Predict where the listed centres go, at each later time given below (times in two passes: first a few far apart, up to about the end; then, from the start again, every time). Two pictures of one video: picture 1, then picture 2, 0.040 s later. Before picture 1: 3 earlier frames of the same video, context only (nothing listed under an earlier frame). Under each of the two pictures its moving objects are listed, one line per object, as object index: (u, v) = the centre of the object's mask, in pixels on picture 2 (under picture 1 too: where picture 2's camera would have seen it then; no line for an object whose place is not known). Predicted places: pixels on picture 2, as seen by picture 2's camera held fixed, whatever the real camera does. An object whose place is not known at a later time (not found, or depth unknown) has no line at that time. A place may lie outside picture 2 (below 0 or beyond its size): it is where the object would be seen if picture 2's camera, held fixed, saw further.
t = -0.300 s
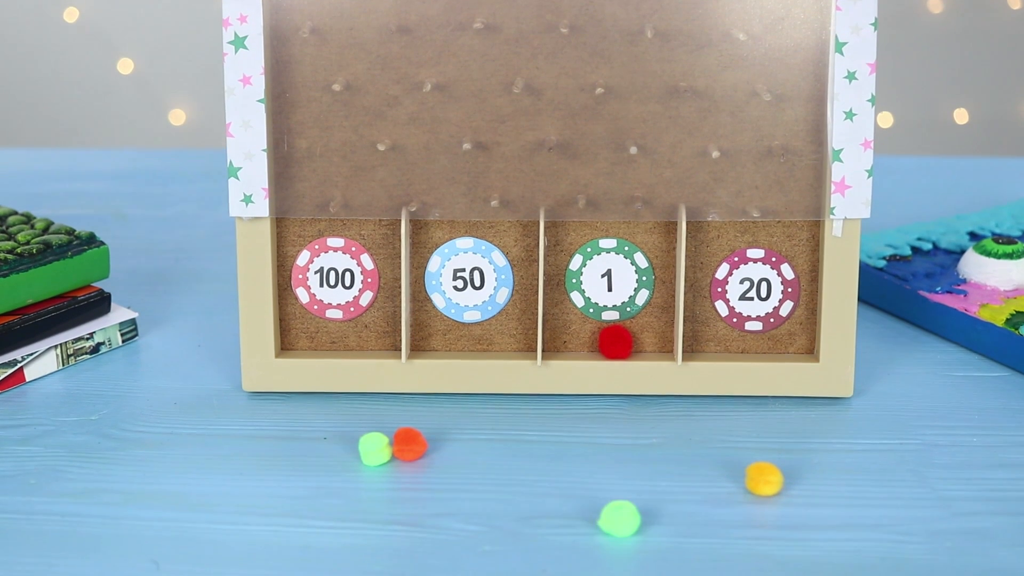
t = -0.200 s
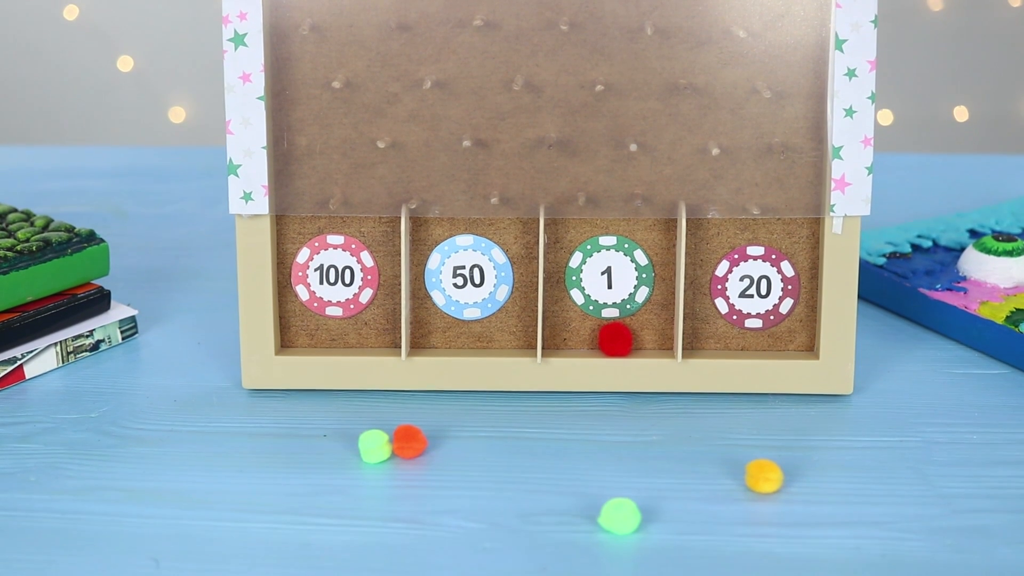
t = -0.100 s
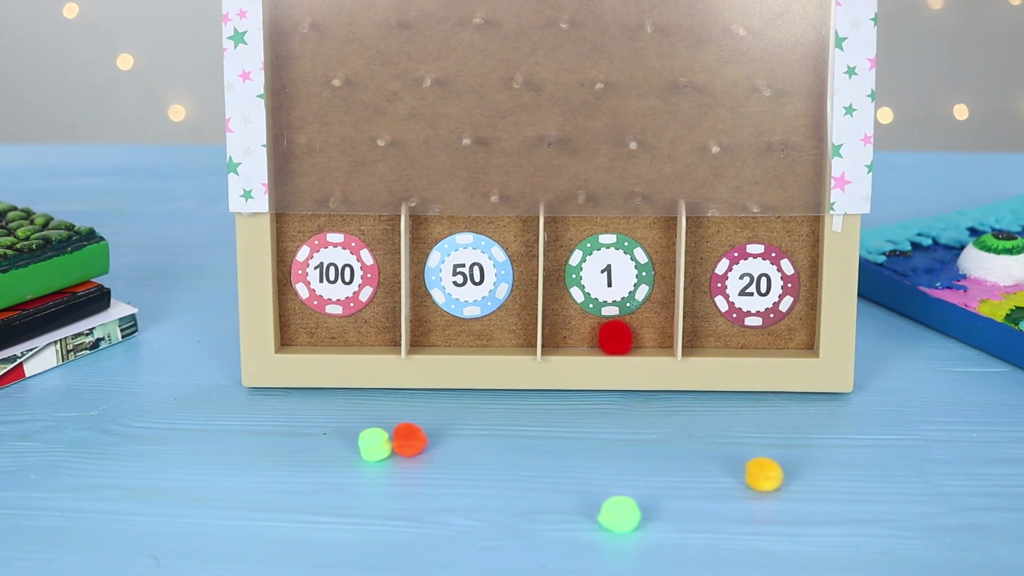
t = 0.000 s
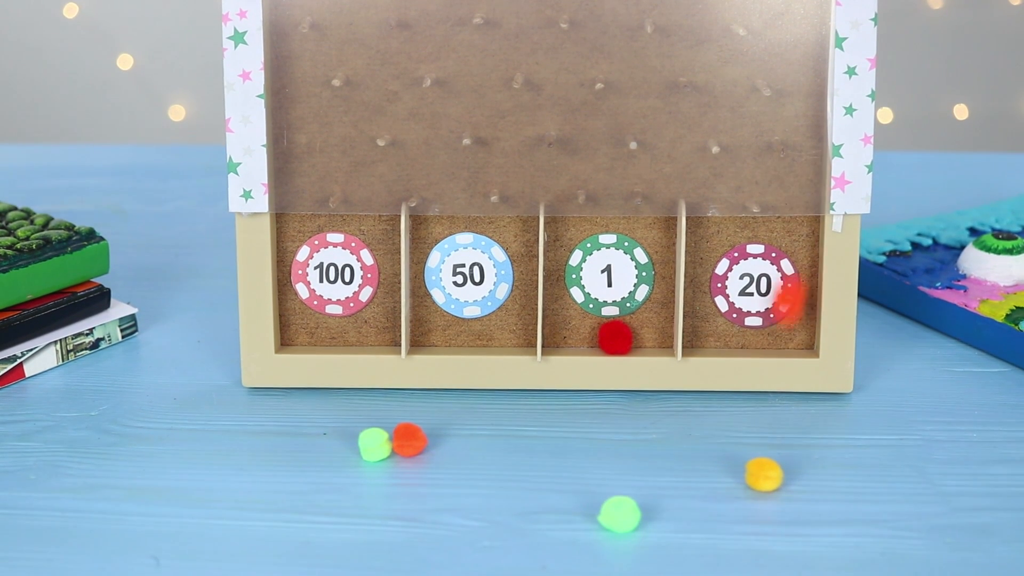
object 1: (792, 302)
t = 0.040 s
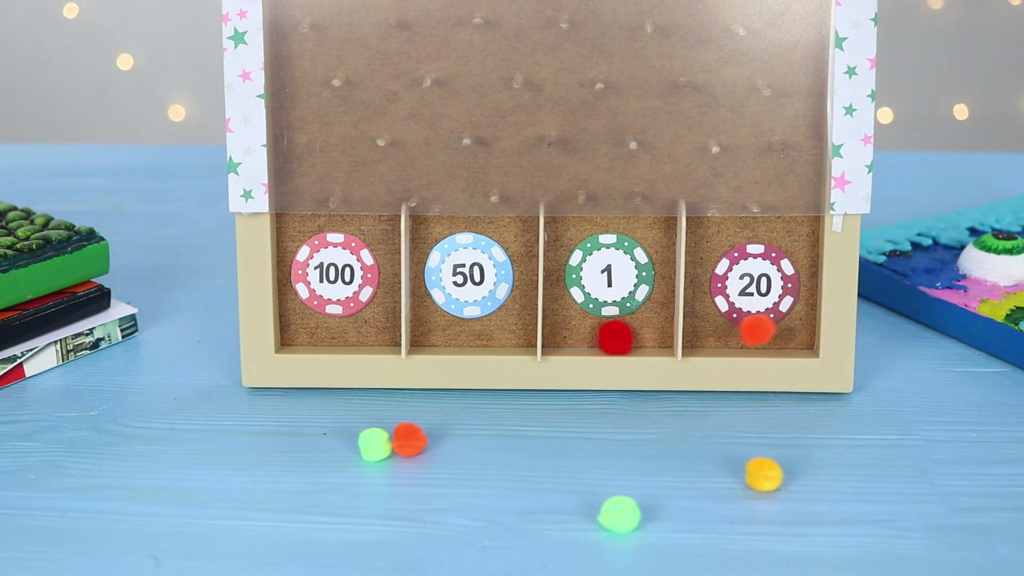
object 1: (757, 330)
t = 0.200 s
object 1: (614, 437)
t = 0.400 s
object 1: (562, 428)
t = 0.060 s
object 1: (732, 358)
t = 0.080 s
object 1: (708, 409)
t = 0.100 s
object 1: (701, 399)
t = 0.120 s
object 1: (685, 409)
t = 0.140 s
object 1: (666, 428)
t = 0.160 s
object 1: (645, 434)
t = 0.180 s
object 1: (634, 437)
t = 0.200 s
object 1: (614, 437)
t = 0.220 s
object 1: (596, 434)
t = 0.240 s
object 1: (584, 430)
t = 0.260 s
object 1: (581, 428)
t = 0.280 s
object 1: (571, 427)
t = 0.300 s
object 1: (564, 426)
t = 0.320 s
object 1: (561, 427)
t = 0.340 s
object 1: (560, 427)
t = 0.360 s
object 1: (560, 427)
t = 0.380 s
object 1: (561, 427)
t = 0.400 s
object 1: (562, 428)
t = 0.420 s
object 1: (563, 428)
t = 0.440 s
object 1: (563, 428)
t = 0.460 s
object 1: (563, 428)
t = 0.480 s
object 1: (563, 428)
